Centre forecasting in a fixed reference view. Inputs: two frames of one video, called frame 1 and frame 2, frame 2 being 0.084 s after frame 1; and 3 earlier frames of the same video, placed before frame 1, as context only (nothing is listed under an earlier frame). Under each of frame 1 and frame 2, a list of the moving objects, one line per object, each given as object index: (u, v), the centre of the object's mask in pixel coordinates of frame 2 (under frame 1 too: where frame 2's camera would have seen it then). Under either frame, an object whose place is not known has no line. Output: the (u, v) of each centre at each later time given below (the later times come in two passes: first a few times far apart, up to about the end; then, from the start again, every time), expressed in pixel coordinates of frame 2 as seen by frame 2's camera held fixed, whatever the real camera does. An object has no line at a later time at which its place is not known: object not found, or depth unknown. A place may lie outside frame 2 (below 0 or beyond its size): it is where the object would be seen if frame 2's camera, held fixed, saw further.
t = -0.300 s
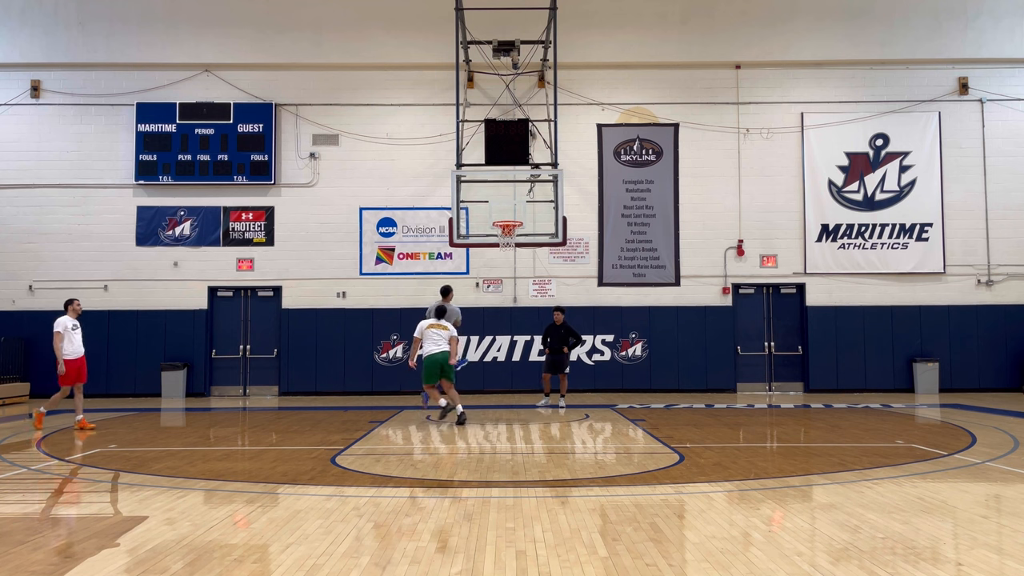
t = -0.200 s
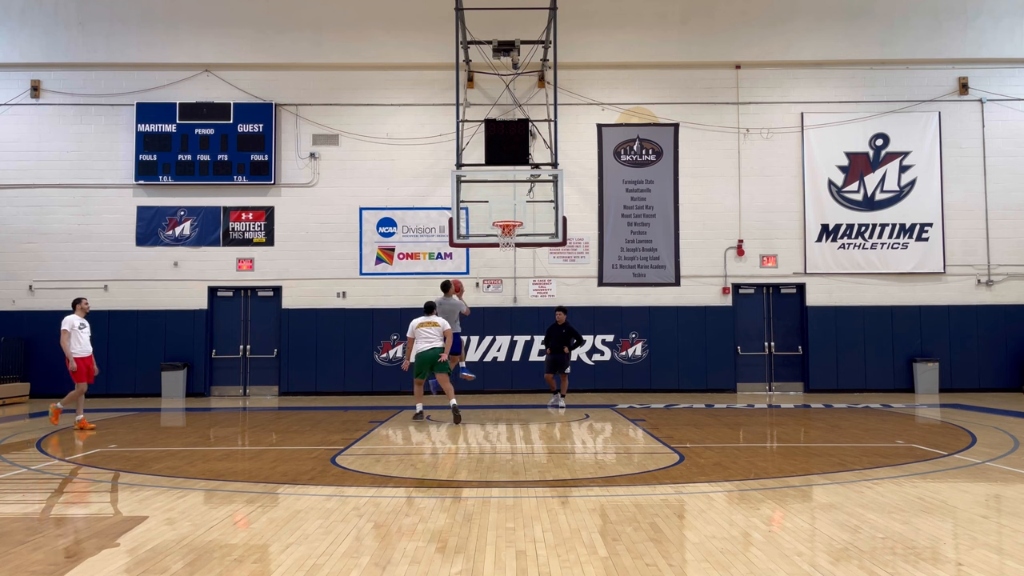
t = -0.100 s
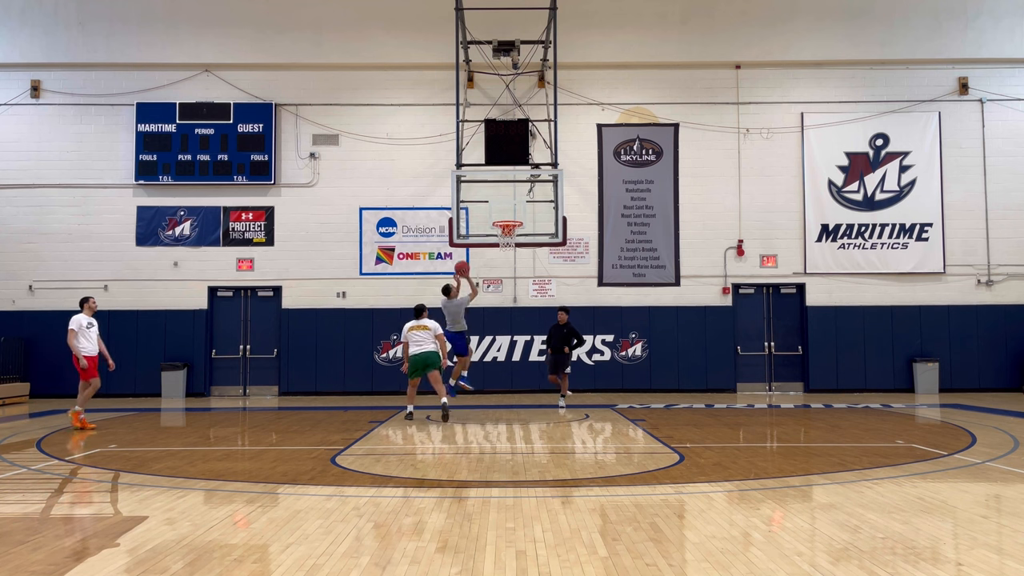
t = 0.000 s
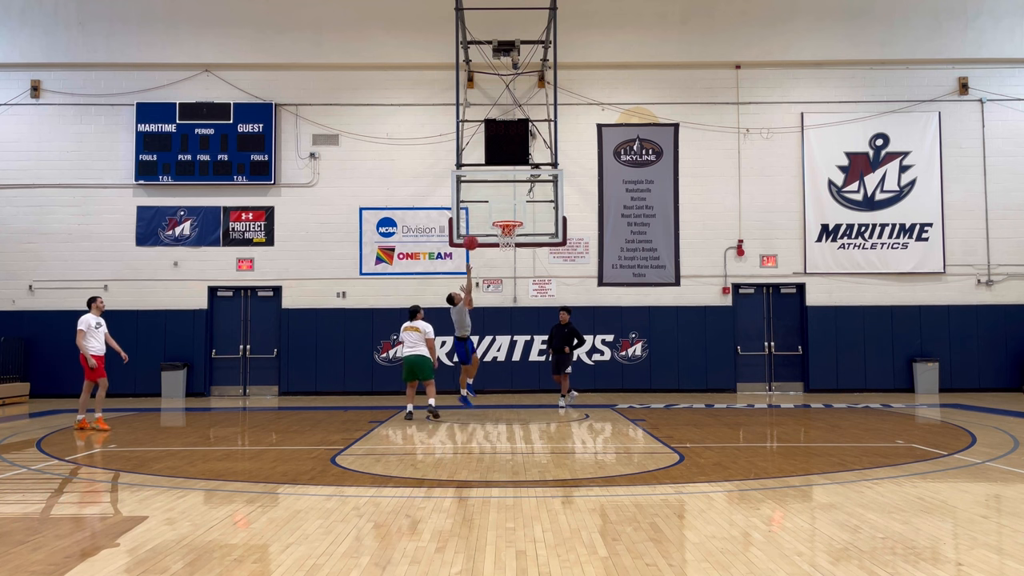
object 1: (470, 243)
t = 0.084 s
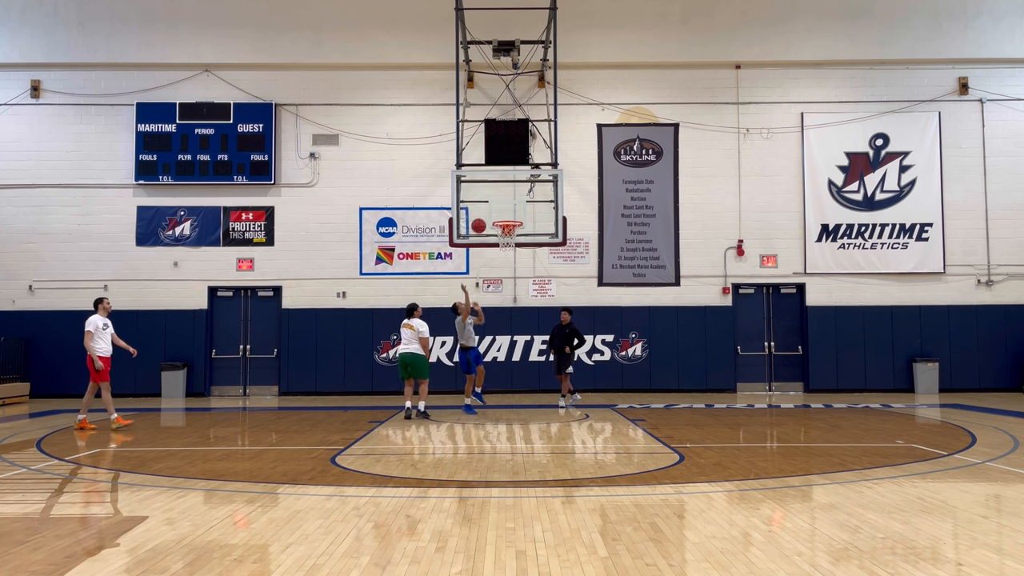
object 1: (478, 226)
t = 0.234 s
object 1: (491, 207)
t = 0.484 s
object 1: (499, 215)
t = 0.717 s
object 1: (517, 235)
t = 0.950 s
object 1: (516, 249)
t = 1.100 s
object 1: (514, 272)
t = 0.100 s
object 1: (480, 223)
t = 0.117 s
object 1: (481, 220)
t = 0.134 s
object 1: (483, 217)
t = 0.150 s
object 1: (485, 215)
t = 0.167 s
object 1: (486, 213)
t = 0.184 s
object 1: (488, 211)
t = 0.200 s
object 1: (489, 209)
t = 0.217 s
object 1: (490, 208)
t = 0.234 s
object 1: (491, 207)
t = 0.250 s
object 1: (491, 206)
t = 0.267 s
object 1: (492, 206)
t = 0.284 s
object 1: (492, 206)
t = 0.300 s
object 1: (493, 206)
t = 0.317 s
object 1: (494, 205)
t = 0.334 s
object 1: (494, 206)
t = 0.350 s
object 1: (495, 206)
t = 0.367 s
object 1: (495, 206)
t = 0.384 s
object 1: (496, 207)
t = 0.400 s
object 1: (496, 208)
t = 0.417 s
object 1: (497, 209)
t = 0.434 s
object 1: (497, 210)
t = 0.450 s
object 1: (498, 212)
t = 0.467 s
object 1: (498, 213)
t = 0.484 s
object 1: (499, 215)
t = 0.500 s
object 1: (499, 216)
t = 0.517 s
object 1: (500, 216)
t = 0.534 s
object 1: (502, 217)
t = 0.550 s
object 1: (503, 217)
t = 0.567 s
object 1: (504, 218)
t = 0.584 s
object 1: (506, 218)
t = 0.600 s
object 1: (507, 219)
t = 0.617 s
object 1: (509, 220)
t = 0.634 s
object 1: (511, 224)
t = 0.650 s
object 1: (512, 229)
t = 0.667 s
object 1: (512, 230)
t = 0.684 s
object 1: (514, 232)
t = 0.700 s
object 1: (516, 234)
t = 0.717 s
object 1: (517, 235)
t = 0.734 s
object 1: (518, 235)
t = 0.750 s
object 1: (518, 236)
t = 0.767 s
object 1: (518, 236)
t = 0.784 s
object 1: (518, 237)
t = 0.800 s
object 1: (519, 237)
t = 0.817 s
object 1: (518, 237)
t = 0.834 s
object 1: (517, 238)
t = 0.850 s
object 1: (517, 238)
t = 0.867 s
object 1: (517, 240)
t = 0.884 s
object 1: (518, 243)
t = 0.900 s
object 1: (517, 244)
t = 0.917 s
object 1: (517, 245)
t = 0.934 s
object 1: (517, 247)
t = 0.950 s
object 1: (516, 249)
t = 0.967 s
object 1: (516, 250)
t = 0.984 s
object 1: (516, 252)
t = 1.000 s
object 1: (515, 254)
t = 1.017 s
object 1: (515, 257)
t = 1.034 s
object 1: (515, 260)
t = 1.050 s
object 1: (514, 262)
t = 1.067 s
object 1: (514, 265)
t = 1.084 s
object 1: (514, 269)
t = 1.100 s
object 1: (514, 272)
